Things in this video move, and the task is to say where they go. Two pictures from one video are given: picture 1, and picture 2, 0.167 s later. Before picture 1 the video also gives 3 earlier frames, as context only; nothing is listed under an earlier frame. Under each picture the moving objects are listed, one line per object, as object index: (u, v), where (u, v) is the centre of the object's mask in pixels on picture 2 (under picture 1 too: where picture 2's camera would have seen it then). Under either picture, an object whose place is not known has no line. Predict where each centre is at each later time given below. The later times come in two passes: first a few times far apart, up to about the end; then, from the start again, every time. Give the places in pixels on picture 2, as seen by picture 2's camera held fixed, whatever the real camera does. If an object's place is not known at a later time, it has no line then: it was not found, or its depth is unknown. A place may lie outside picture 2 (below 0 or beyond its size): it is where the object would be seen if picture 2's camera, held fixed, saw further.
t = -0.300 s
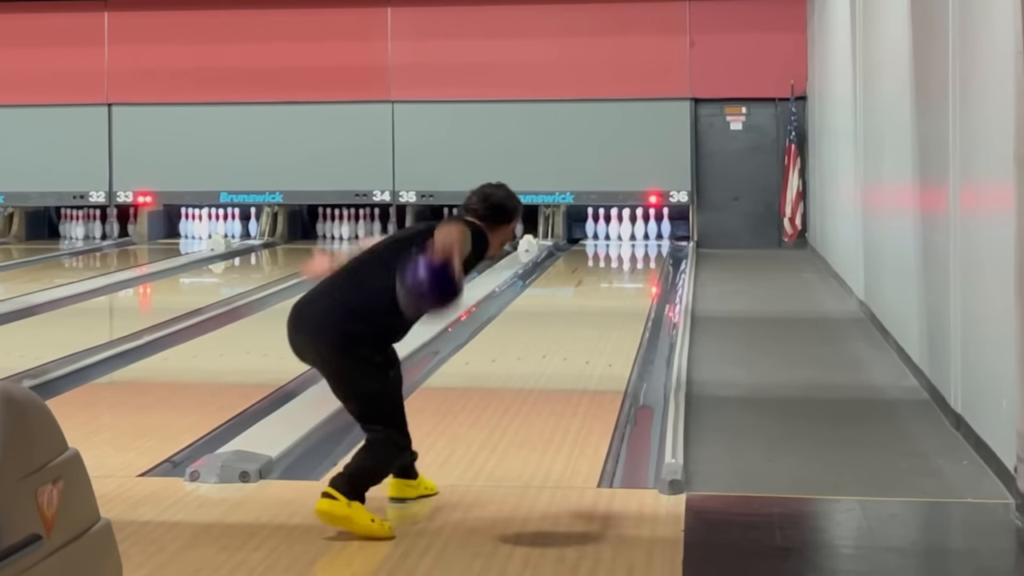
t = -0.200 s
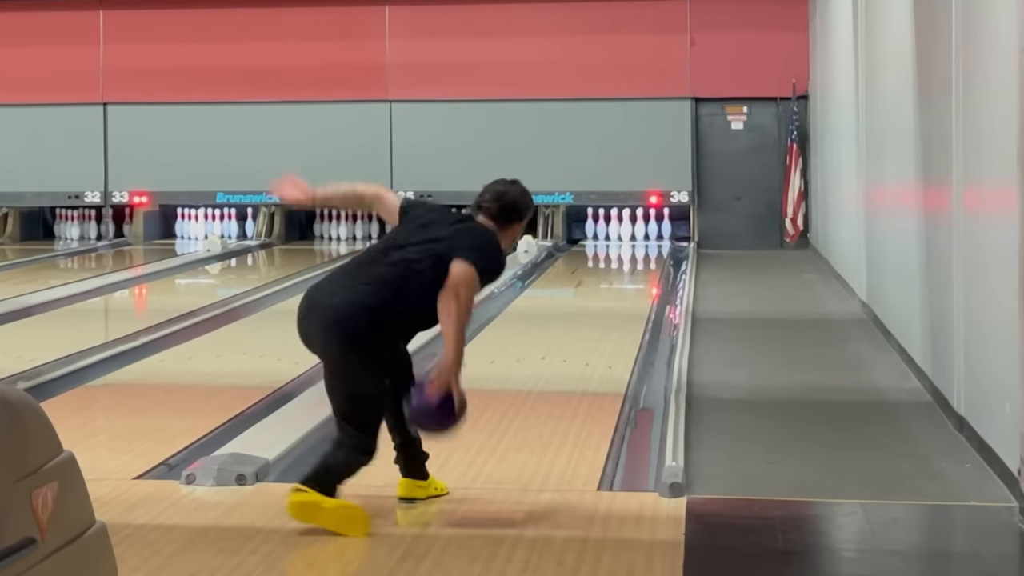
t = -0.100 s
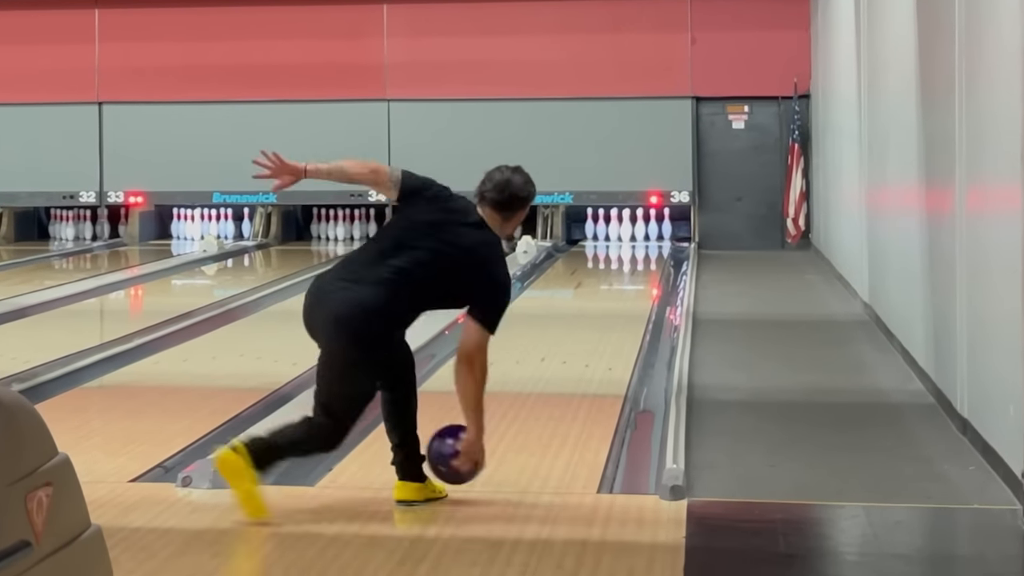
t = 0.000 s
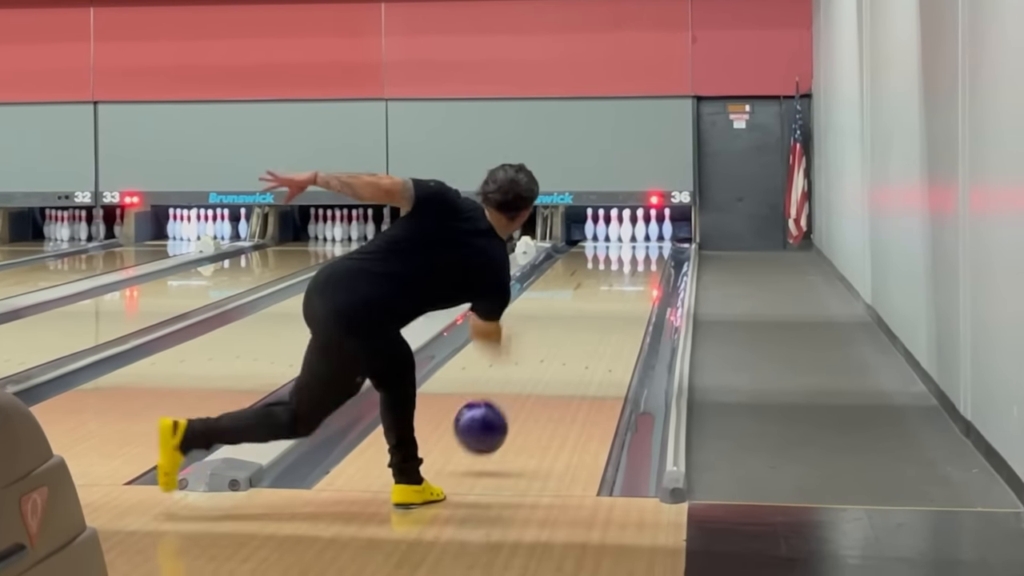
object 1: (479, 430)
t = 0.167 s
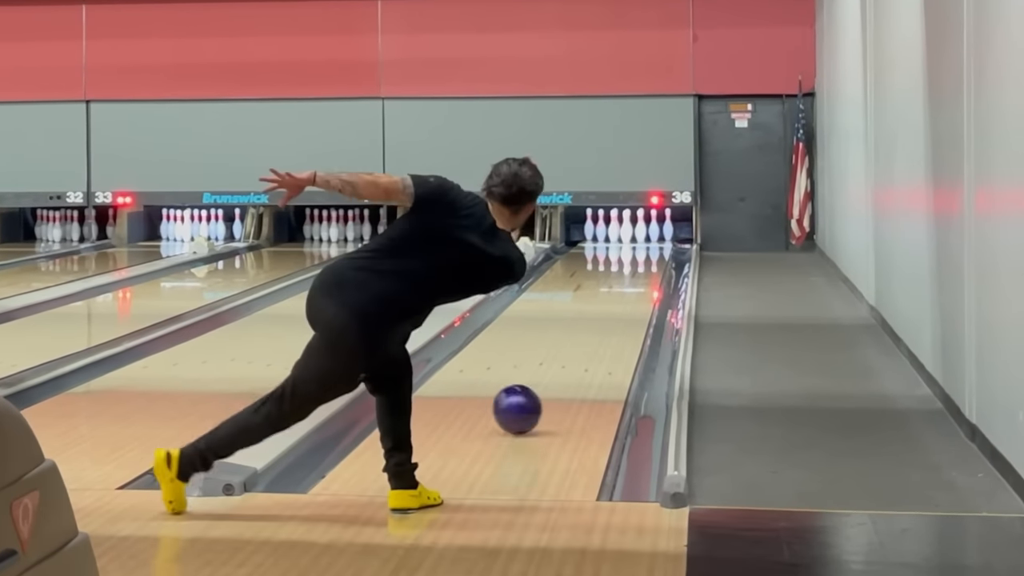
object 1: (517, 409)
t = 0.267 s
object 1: (536, 391)
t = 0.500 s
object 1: (569, 355)
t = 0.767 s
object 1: (596, 326)
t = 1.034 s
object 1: (614, 301)
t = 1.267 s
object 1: (626, 285)
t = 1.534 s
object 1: (635, 269)
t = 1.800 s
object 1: (640, 256)
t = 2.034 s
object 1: (641, 246)
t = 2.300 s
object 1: (639, 239)
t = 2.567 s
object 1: (638, 232)
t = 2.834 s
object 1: (649, 229)
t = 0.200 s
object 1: (524, 403)
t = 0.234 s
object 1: (530, 397)
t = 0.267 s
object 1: (536, 391)
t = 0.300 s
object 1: (541, 385)
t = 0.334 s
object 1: (546, 379)
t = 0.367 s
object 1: (551, 374)
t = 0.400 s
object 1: (556, 369)
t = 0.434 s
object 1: (561, 364)
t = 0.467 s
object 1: (565, 359)
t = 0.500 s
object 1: (569, 355)
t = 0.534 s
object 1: (573, 351)
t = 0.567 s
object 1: (577, 347)
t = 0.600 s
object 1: (580, 343)
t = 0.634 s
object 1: (584, 339)
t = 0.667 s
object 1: (587, 336)
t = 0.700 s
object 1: (590, 333)
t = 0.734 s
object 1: (593, 329)
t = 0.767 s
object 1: (596, 326)
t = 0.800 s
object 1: (598, 322)
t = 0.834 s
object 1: (601, 319)
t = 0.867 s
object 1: (603, 316)
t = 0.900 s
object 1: (606, 313)
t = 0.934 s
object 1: (608, 310)
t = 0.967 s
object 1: (610, 307)
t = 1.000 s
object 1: (612, 304)
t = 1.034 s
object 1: (614, 301)
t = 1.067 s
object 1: (617, 299)
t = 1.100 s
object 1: (618, 296)
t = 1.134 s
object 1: (620, 294)
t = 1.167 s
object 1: (622, 291)
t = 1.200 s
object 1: (623, 289)
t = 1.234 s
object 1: (625, 287)
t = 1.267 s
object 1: (626, 285)
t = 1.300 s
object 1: (628, 282)
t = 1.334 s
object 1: (629, 280)
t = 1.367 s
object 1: (630, 278)
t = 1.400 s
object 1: (631, 276)
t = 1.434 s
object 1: (632, 274)
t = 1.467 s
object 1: (634, 272)
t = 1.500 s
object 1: (634, 271)
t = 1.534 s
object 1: (635, 269)
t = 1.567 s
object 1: (636, 267)
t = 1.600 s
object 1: (637, 266)
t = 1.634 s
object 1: (637, 264)
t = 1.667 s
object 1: (638, 262)
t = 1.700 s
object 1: (639, 261)
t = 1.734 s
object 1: (639, 259)
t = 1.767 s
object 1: (640, 257)
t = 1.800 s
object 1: (640, 256)
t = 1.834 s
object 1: (640, 255)
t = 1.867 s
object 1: (640, 253)
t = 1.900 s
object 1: (640, 252)
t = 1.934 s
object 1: (640, 250)
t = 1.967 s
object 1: (640, 249)
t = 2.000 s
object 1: (640, 248)
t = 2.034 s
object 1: (641, 246)
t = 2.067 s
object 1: (640, 245)
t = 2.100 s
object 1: (641, 244)
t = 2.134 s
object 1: (640, 243)
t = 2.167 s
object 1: (640, 242)
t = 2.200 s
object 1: (640, 241)
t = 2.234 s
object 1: (639, 240)
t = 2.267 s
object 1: (639, 239)
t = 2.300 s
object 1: (639, 239)
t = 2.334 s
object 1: (638, 237)
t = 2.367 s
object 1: (637, 236)
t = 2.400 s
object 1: (636, 236)
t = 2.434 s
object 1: (636, 234)
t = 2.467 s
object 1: (636, 233)
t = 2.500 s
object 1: (635, 233)
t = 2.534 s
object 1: (637, 232)
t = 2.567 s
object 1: (638, 232)
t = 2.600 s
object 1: (639, 231)
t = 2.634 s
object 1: (639, 230)
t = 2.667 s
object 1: (641, 229)
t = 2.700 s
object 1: (642, 229)
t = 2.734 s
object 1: (644, 228)
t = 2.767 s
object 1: (647, 228)
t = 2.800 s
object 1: (648, 228)
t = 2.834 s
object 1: (649, 229)
